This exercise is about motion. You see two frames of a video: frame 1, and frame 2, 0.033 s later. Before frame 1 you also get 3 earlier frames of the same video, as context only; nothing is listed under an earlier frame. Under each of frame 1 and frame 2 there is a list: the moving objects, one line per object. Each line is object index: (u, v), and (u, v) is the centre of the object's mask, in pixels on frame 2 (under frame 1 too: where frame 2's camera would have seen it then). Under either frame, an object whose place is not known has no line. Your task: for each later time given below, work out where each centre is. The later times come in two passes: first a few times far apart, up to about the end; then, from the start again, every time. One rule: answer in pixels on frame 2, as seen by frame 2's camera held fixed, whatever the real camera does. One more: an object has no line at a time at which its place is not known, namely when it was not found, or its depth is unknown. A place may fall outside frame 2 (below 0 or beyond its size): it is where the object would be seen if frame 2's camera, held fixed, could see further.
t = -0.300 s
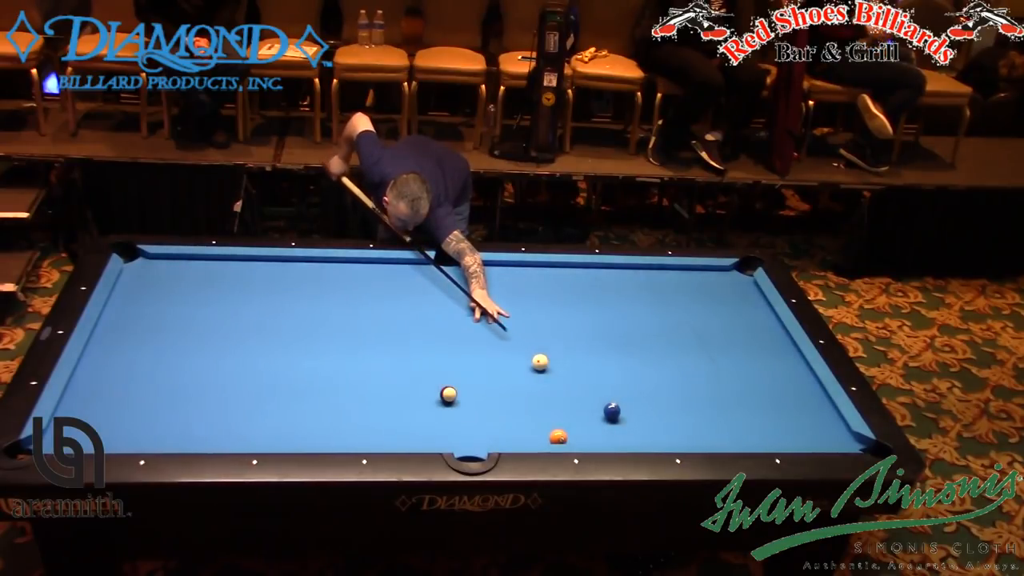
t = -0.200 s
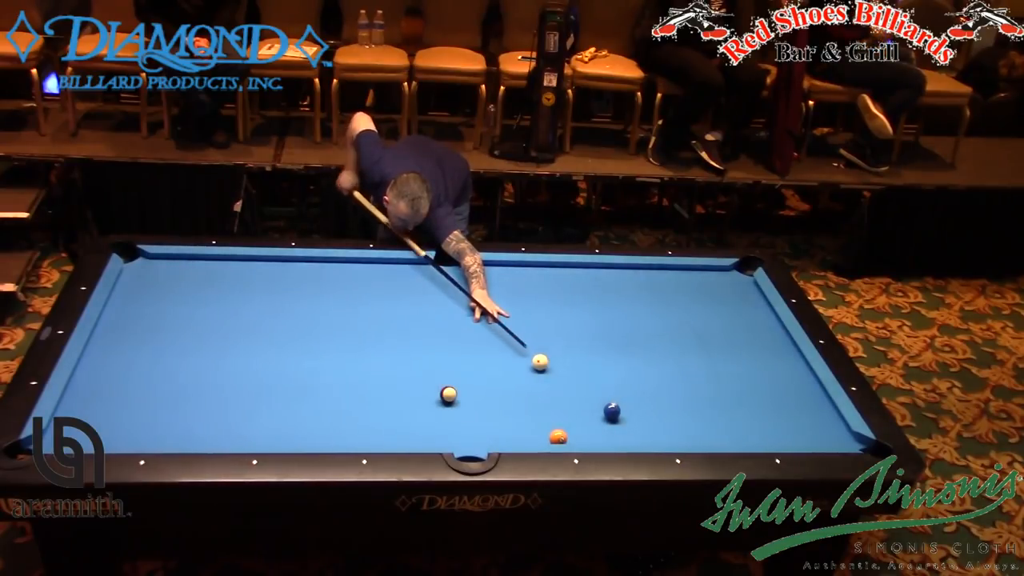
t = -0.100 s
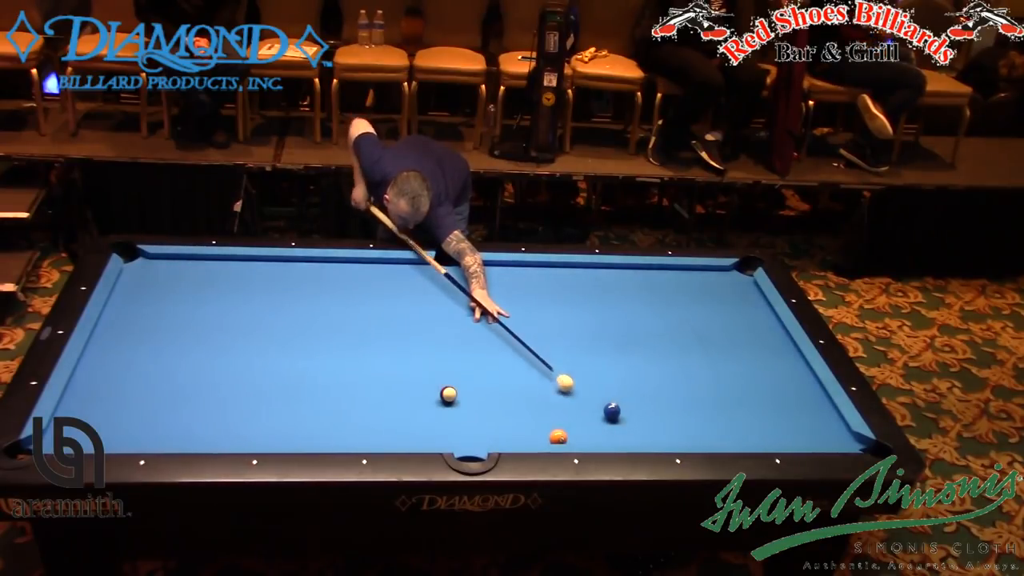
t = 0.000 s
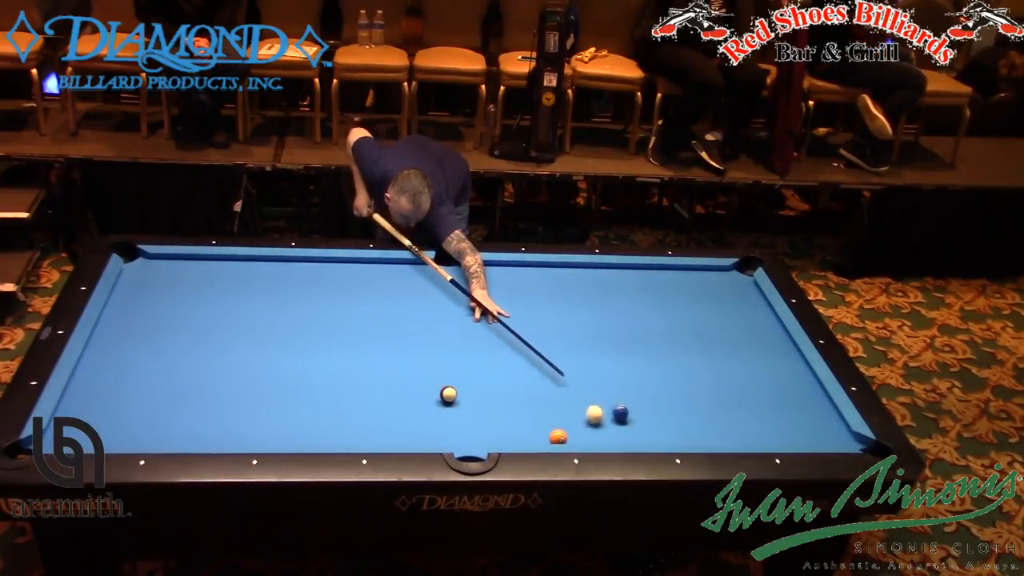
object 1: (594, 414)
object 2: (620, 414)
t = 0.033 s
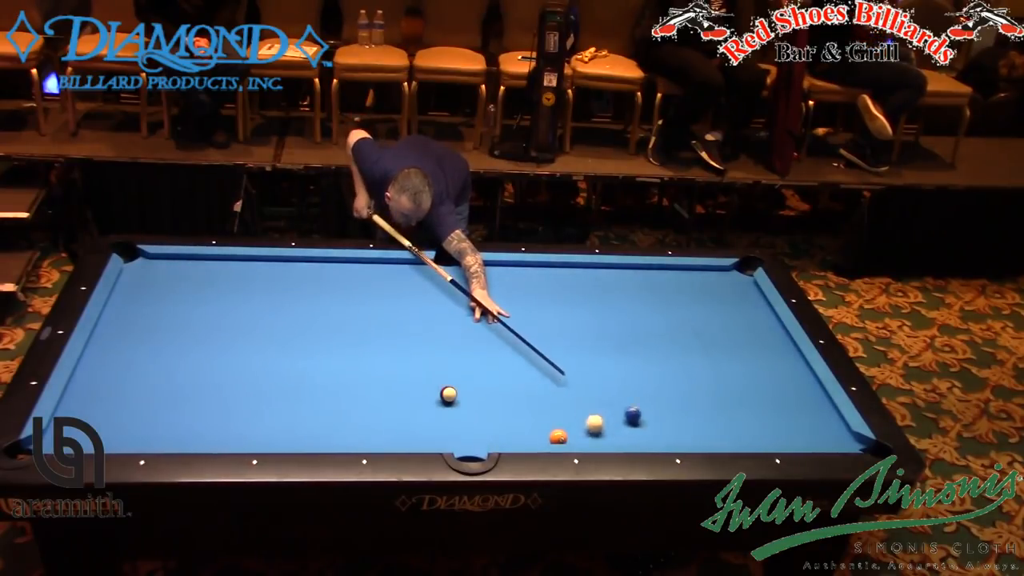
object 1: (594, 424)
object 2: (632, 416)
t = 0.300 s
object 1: (588, 401)
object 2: (712, 428)
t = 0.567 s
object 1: (583, 363)
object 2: (784, 437)
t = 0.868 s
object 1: (579, 326)
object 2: (854, 440)
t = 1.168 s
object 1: (575, 294)
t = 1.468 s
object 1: (571, 266)
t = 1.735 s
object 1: (579, 282)
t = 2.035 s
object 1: (587, 298)
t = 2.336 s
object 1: (596, 314)
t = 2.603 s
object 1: (603, 329)
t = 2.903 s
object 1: (612, 345)
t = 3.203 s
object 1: (621, 361)
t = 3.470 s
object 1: (628, 375)
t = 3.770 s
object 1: (637, 390)
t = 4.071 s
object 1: (645, 405)
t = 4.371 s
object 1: (652, 419)
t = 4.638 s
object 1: (658, 431)
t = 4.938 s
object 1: (664, 437)
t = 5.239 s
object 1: (662, 433)
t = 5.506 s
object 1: (661, 428)
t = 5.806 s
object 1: (661, 424)
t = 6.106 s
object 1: (660, 420)
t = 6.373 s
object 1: (659, 419)
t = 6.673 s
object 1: (658, 417)
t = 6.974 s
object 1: (657, 417)
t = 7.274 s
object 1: (658, 417)
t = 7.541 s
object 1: (658, 417)
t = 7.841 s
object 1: (657, 417)
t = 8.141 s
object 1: (658, 417)
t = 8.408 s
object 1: (657, 417)
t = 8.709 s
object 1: (657, 417)
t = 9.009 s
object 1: (657, 417)
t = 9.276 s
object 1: (657, 417)
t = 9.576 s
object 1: (658, 417)
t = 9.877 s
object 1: (657, 417)
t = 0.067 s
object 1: (595, 433)
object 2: (644, 418)
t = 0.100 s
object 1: (597, 437)
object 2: (655, 419)
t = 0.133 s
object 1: (595, 432)
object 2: (666, 421)
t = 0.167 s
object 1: (593, 425)
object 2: (675, 423)
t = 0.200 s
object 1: (591, 418)
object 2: (684, 424)
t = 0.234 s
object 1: (590, 412)
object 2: (693, 425)
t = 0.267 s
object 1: (589, 406)
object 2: (703, 427)
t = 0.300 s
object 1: (588, 401)
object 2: (712, 428)
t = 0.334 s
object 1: (588, 396)
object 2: (721, 430)
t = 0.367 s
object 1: (587, 391)
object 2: (730, 431)
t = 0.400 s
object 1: (586, 386)
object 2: (739, 432)
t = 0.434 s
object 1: (586, 381)
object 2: (748, 433)
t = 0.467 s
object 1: (585, 377)
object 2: (757, 434)
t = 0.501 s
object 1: (584, 372)
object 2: (766, 435)
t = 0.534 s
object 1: (584, 367)
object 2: (776, 436)
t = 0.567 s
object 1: (583, 363)
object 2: (784, 437)
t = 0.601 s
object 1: (583, 358)
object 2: (793, 437)
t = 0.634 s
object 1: (582, 354)
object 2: (802, 438)
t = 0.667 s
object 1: (582, 350)
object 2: (811, 439)
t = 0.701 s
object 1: (581, 346)
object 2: (819, 439)
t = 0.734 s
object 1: (581, 342)
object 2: (826, 439)
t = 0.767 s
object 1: (580, 338)
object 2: (833, 438)
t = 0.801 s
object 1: (580, 334)
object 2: (840, 438)
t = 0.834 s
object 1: (579, 330)
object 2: (846, 439)
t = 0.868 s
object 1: (579, 326)
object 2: (854, 440)
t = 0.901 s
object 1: (578, 322)
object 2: (855, 441)
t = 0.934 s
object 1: (578, 318)
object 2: (855, 442)
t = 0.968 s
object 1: (578, 315)
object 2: (856, 443)
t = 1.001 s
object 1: (577, 311)
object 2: (857, 445)
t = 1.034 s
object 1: (576, 308)
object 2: (858, 445)
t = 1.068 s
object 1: (576, 304)
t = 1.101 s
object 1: (575, 300)
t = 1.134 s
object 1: (575, 297)
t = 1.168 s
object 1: (575, 294)
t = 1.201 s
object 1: (574, 290)
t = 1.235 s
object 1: (574, 287)
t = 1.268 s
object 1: (573, 284)
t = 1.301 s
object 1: (573, 281)
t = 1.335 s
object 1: (573, 278)
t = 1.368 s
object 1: (572, 275)
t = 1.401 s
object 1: (572, 272)
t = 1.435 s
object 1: (571, 268)
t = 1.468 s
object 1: (571, 266)
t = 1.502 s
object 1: (572, 268)
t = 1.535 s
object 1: (573, 270)
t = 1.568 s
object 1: (574, 272)
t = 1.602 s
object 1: (575, 274)
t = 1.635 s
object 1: (576, 276)
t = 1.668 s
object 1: (577, 278)
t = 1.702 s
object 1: (578, 280)
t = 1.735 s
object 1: (579, 282)
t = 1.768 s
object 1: (580, 283)
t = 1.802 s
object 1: (581, 285)
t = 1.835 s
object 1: (582, 287)
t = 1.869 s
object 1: (583, 289)
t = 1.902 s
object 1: (583, 291)
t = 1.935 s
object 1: (584, 292)
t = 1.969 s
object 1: (585, 294)
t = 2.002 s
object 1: (586, 296)
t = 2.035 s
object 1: (587, 298)
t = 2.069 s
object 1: (588, 300)
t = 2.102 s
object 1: (589, 301)
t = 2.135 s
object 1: (590, 303)
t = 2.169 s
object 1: (591, 305)
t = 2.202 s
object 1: (592, 307)
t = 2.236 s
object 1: (593, 309)
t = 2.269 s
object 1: (593, 310)
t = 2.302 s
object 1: (595, 312)
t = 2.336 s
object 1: (596, 314)
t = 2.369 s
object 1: (597, 316)
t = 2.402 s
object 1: (597, 318)
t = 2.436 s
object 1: (598, 320)
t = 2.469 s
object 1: (600, 322)
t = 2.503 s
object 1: (600, 323)
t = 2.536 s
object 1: (601, 325)
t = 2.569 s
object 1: (602, 327)
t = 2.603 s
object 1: (603, 329)
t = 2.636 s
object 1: (604, 331)
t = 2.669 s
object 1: (605, 332)
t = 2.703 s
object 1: (606, 334)
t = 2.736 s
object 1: (607, 336)
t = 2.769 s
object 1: (608, 338)
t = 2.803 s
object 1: (609, 340)
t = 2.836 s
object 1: (610, 341)
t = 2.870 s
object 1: (611, 343)
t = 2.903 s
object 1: (612, 345)
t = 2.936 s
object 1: (613, 347)
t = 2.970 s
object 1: (614, 349)
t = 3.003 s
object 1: (615, 350)
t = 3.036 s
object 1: (616, 352)
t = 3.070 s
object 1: (617, 354)
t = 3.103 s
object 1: (618, 356)
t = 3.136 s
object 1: (619, 357)
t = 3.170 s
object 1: (620, 359)
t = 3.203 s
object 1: (621, 361)
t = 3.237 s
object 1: (622, 363)
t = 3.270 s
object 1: (623, 364)
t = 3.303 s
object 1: (624, 366)
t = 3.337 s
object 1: (625, 368)
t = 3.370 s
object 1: (626, 370)
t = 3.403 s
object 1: (626, 371)
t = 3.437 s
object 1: (627, 373)
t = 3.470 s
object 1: (628, 375)
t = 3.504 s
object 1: (629, 377)
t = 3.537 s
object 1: (631, 378)
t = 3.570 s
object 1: (631, 380)
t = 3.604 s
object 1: (632, 382)
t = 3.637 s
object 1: (633, 383)
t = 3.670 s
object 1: (634, 385)
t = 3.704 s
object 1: (635, 387)
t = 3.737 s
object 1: (636, 389)
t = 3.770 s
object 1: (637, 390)
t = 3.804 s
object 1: (638, 392)
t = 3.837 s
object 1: (639, 393)
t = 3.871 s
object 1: (640, 395)
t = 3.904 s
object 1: (640, 397)
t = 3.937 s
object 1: (641, 398)
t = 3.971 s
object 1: (642, 400)
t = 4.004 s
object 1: (643, 402)
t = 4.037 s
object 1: (644, 403)
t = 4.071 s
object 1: (645, 405)
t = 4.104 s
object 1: (646, 407)
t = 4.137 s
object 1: (646, 408)
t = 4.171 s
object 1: (647, 410)
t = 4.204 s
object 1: (648, 411)
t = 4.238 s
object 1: (649, 413)
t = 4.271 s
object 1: (649, 414)
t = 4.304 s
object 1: (650, 416)
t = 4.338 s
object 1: (651, 417)
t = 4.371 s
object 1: (652, 419)
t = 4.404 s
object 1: (653, 421)
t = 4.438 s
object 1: (654, 422)
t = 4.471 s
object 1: (655, 424)
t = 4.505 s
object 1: (656, 425)
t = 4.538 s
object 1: (657, 426)
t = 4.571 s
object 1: (657, 428)
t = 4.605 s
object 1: (658, 430)
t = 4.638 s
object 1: (658, 431)
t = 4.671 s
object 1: (659, 432)
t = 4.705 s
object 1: (660, 434)
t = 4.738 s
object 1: (661, 435)
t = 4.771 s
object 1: (661, 436)
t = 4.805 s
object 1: (662, 436)
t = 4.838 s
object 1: (663, 437)
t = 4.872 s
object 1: (664, 438)
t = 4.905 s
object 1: (664, 438)
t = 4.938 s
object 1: (664, 437)
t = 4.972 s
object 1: (663, 437)
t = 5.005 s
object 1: (663, 436)
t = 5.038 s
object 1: (663, 436)
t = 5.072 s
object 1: (663, 435)
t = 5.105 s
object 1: (663, 435)
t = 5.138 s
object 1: (663, 435)
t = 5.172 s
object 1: (663, 434)
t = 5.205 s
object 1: (663, 434)
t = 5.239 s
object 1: (662, 433)
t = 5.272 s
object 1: (662, 433)
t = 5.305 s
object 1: (662, 432)
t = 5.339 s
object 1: (662, 431)
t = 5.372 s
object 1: (662, 431)
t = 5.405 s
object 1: (662, 430)
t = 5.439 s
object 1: (662, 429)
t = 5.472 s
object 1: (662, 429)
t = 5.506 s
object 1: (661, 428)
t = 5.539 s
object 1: (661, 428)
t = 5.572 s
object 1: (661, 427)
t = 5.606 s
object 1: (661, 427)
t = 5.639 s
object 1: (661, 426)
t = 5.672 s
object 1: (661, 426)
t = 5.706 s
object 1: (661, 425)
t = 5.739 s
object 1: (661, 425)
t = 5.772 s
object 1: (661, 424)
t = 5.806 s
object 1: (661, 424)
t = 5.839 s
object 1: (661, 423)
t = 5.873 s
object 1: (660, 423)
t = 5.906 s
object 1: (660, 423)
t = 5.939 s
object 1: (660, 422)
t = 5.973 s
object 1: (660, 422)
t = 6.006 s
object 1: (660, 421)
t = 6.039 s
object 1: (660, 421)
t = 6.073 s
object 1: (660, 421)
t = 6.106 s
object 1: (660, 420)
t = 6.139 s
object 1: (660, 420)
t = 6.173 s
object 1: (659, 420)
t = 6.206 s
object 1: (659, 420)
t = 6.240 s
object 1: (659, 419)
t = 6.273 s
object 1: (659, 419)
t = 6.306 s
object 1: (659, 419)
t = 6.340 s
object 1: (659, 419)
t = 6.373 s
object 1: (659, 419)
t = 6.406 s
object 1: (658, 419)
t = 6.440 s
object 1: (658, 418)
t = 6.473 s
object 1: (658, 418)
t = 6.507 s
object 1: (658, 418)
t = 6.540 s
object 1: (658, 418)
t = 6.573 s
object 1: (658, 418)
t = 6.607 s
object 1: (658, 418)
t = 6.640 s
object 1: (658, 418)
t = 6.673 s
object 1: (658, 417)
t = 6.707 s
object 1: (658, 417)
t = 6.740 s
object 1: (658, 417)
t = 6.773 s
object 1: (658, 417)
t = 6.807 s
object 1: (658, 417)
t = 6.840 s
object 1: (658, 417)
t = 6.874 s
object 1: (657, 417)
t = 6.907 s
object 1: (658, 417)
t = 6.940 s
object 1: (657, 417)
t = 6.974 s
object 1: (657, 417)
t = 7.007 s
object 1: (657, 417)
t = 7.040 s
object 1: (657, 417)
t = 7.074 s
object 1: (657, 417)
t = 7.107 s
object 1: (657, 417)
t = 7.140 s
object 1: (657, 417)
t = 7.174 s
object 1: (657, 417)
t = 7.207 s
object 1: (657, 417)
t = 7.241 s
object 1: (658, 417)
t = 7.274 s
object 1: (658, 417)
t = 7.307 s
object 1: (658, 417)
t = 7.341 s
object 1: (658, 417)
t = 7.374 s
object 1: (658, 417)
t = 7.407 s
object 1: (658, 417)
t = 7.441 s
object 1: (658, 417)
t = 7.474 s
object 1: (658, 417)
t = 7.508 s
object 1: (658, 417)
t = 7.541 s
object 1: (658, 417)
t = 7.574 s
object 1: (658, 417)
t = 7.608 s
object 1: (658, 417)
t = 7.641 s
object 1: (658, 417)
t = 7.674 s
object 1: (658, 417)
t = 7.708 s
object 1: (658, 417)
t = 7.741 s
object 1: (657, 417)
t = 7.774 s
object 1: (657, 417)
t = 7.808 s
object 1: (658, 417)
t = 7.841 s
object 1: (657, 417)
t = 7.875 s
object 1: (658, 417)
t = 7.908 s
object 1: (657, 417)
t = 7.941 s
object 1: (657, 417)
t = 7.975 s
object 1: (657, 417)
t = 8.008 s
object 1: (657, 417)
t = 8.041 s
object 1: (657, 417)
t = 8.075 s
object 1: (657, 417)
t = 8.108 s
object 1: (658, 417)
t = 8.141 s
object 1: (658, 417)
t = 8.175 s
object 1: (657, 417)
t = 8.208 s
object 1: (657, 417)
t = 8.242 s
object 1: (657, 417)
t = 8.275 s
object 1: (658, 417)
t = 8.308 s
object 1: (657, 417)
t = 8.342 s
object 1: (658, 417)
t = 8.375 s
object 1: (657, 417)
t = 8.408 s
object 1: (657, 417)
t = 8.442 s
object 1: (657, 417)
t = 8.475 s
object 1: (658, 417)
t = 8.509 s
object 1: (657, 417)
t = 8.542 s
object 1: (657, 417)
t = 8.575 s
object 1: (658, 417)
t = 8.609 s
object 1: (658, 417)
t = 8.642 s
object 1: (657, 417)
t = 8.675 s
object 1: (657, 417)
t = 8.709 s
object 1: (657, 417)
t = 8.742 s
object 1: (657, 417)
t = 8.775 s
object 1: (657, 417)
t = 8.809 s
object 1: (657, 417)
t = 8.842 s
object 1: (657, 417)
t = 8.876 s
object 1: (657, 417)
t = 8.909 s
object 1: (658, 417)
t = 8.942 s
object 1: (657, 417)
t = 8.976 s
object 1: (658, 417)
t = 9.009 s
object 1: (657, 417)
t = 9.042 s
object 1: (657, 417)
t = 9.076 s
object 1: (657, 417)
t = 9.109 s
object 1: (658, 417)
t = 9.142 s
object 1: (657, 417)
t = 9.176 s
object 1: (657, 417)
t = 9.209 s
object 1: (657, 417)
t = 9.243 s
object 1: (657, 417)
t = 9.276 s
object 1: (657, 417)
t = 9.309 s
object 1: (657, 417)
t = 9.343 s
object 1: (657, 417)
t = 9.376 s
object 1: (657, 417)
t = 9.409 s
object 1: (657, 417)
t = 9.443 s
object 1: (657, 417)
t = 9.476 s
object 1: (657, 417)
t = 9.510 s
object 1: (657, 417)
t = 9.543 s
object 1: (657, 417)
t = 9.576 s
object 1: (658, 417)
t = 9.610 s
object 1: (657, 417)
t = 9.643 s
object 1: (657, 417)
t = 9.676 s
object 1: (657, 417)
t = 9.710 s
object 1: (657, 417)
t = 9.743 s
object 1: (657, 417)
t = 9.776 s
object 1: (657, 417)
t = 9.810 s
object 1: (657, 417)
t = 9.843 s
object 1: (657, 417)
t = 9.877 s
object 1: (657, 417)
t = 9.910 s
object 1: (657, 417)
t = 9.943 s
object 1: (657, 417)
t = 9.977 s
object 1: (657, 417)
